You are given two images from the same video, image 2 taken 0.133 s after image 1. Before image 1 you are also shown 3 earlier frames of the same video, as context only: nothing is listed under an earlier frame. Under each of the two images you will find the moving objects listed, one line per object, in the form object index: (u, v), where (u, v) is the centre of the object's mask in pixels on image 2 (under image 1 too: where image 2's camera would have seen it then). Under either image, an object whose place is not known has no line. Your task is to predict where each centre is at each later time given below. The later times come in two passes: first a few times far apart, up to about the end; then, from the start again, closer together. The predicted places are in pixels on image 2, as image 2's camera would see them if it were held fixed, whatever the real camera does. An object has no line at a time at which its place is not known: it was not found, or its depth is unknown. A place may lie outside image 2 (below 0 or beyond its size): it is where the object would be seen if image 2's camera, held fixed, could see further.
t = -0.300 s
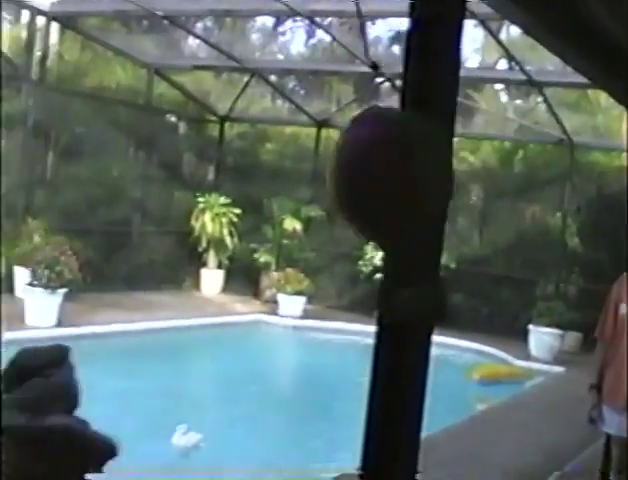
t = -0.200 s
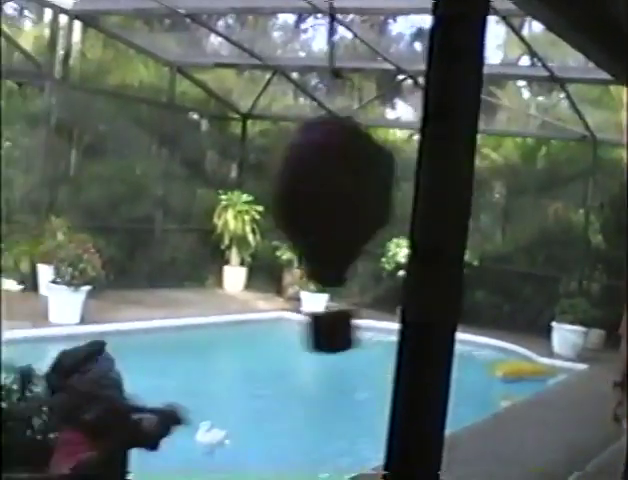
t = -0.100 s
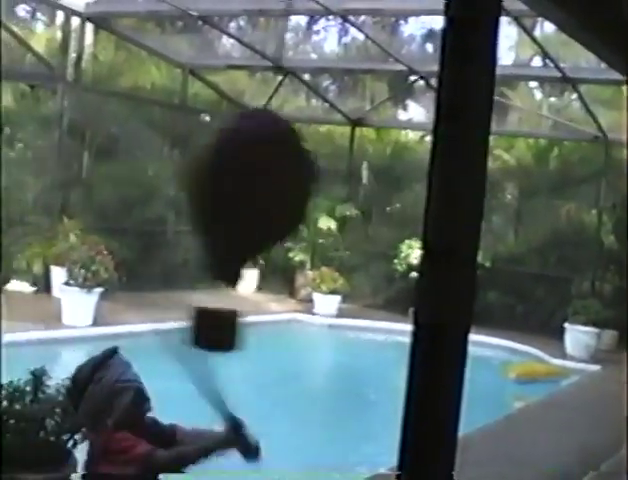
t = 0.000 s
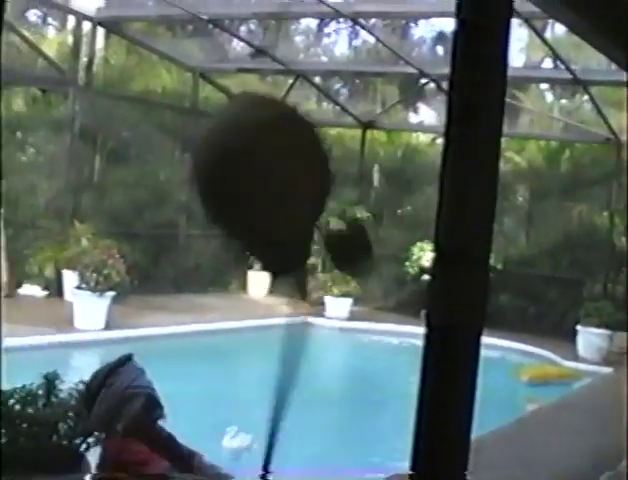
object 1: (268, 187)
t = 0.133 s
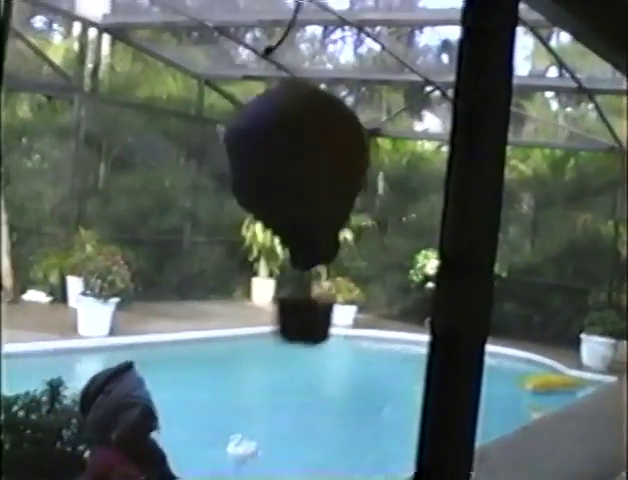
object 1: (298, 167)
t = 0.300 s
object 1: (350, 209)
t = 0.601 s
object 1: (395, 199)
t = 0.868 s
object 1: (361, 205)
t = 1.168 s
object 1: (292, 193)
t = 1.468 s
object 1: (242, 181)
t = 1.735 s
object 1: (241, 191)
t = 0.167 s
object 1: (306, 178)
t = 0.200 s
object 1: (314, 191)
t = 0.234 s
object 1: (327, 202)
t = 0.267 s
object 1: (340, 208)
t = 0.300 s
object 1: (350, 209)
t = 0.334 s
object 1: (360, 205)
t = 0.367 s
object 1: (364, 200)
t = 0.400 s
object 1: (370, 195)
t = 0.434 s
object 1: (378, 190)
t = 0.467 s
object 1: (386, 186)
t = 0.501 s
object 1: (390, 188)
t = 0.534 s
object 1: (393, 192)
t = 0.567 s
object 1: (395, 196)
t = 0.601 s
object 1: (395, 199)
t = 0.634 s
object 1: (393, 198)
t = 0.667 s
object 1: (391, 199)
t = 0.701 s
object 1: (388, 197)
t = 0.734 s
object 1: (386, 198)
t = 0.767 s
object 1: (382, 199)
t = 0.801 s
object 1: (377, 201)
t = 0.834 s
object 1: (369, 203)
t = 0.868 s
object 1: (361, 205)
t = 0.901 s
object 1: (353, 206)
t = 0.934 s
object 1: (342, 206)
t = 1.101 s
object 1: (308, 197)
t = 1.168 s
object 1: (292, 193)
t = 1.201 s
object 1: (286, 192)
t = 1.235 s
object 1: (276, 190)
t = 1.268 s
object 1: (271, 188)
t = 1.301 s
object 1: (266, 186)
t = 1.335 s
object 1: (261, 184)
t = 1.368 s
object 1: (257, 183)
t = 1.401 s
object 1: (252, 183)
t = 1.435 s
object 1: (247, 182)
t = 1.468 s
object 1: (242, 181)
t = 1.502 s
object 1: (239, 181)
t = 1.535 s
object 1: (236, 182)
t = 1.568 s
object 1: (234, 183)
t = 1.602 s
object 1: (234, 184)
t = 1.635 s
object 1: (235, 185)
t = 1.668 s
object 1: (237, 187)
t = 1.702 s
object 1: (239, 189)
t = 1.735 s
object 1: (241, 191)
